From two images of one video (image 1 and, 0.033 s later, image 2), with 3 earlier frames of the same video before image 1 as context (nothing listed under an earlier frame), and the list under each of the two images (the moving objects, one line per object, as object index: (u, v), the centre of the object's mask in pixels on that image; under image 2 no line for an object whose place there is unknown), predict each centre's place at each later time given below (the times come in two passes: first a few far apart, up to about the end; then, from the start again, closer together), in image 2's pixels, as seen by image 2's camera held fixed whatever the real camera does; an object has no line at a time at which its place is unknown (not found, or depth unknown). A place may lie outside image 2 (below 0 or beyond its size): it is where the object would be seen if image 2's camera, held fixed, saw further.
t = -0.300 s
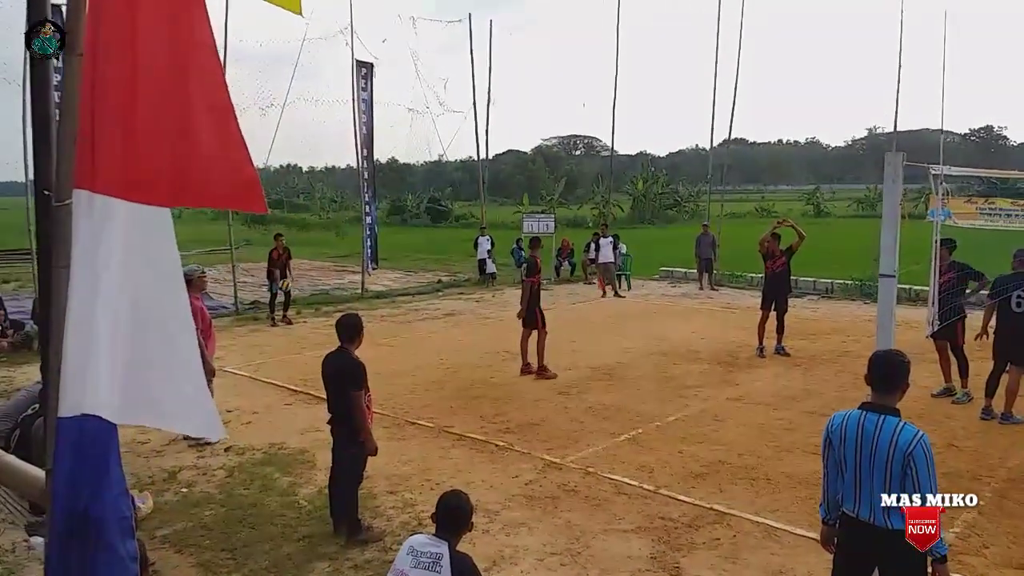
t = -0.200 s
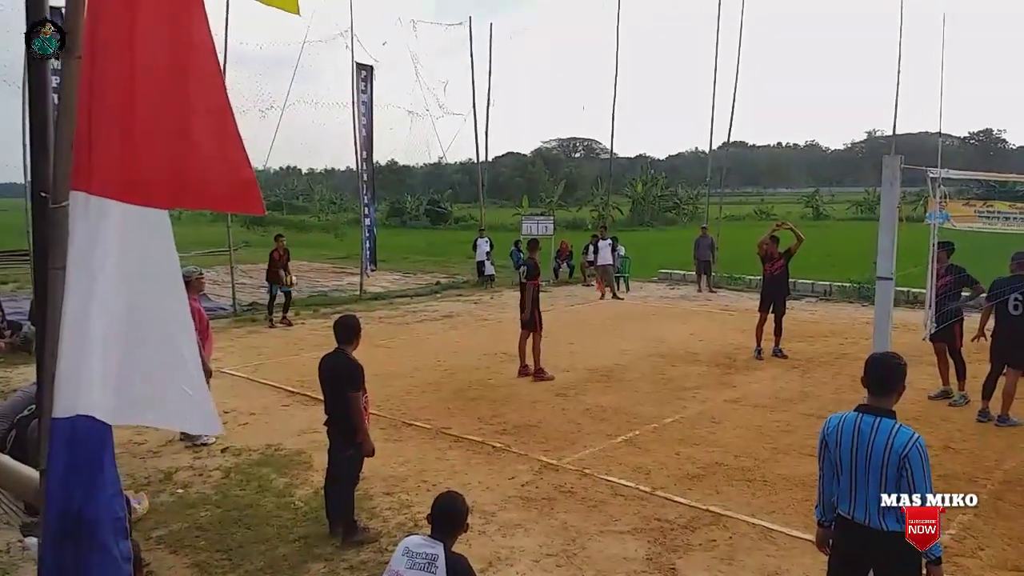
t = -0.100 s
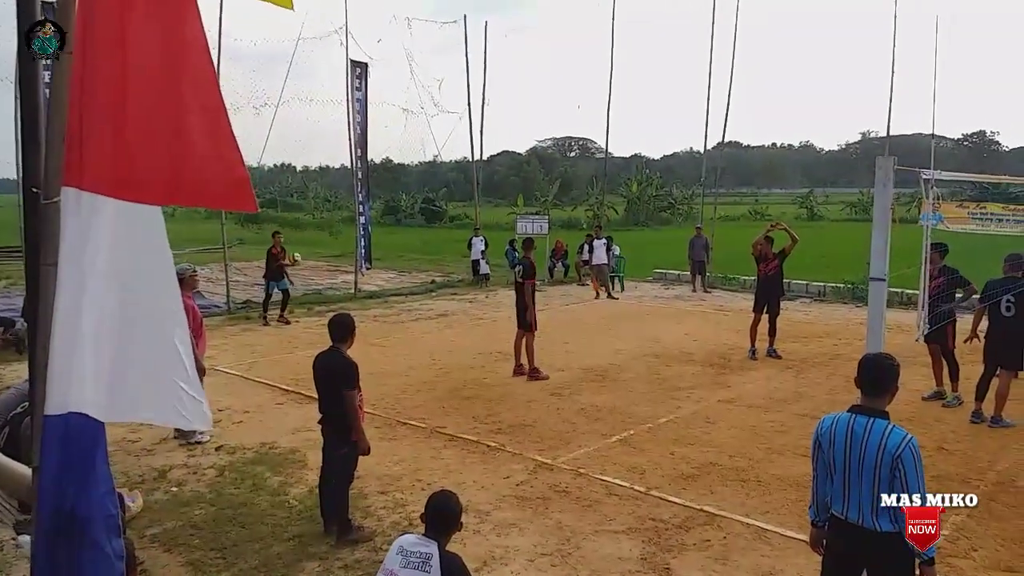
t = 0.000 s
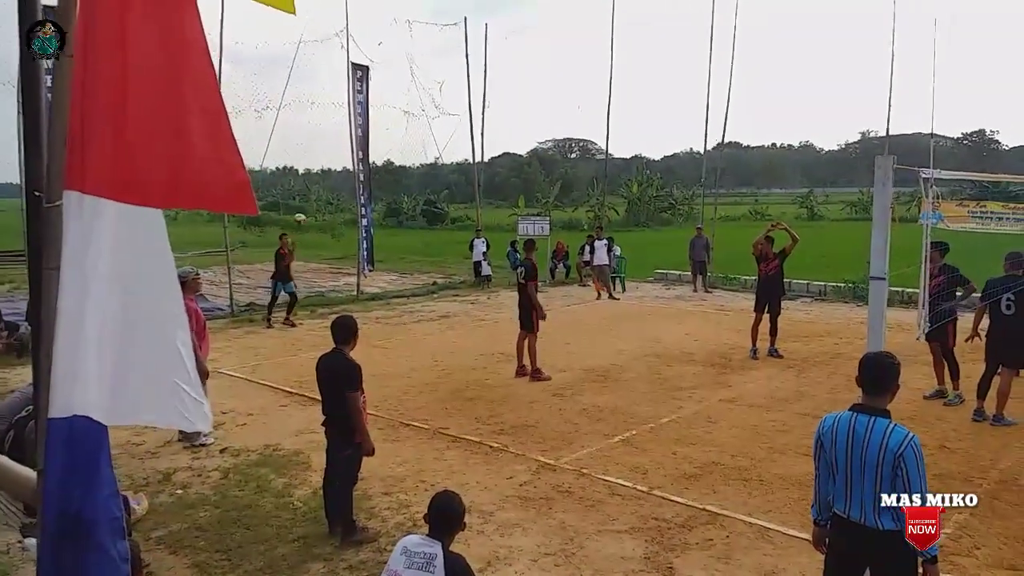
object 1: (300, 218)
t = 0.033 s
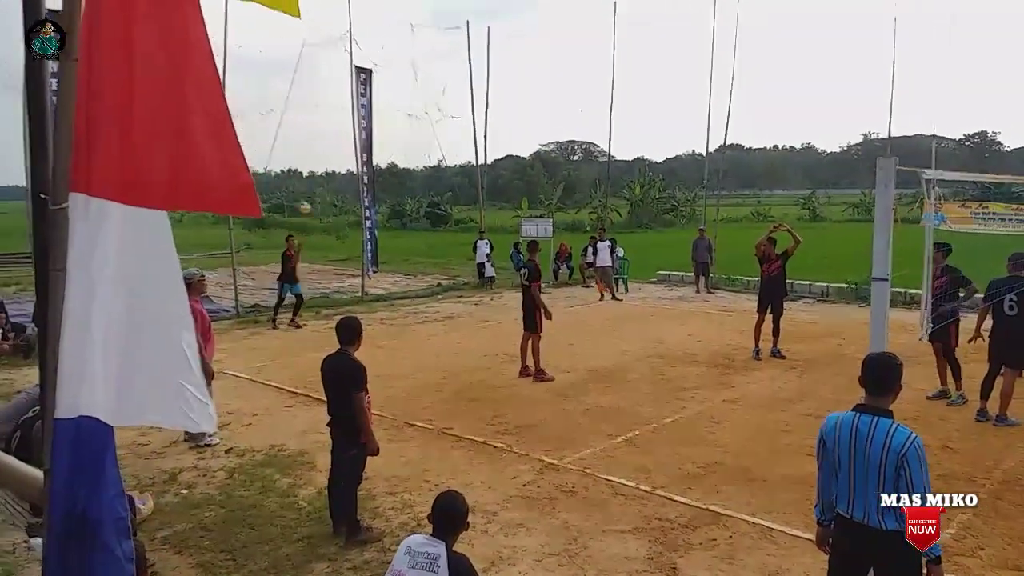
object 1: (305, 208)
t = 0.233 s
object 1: (304, 137)
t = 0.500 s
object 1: (315, 79)
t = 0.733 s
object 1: (325, 63)
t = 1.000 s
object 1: (340, 86)
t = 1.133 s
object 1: (347, 115)
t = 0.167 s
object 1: (303, 158)
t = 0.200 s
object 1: (302, 146)
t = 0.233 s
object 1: (304, 137)
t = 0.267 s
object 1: (306, 128)
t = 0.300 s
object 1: (307, 119)
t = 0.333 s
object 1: (309, 111)
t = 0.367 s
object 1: (312, 103)
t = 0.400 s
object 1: (312, 96)
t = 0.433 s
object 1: (312, 89)
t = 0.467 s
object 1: (314, 84)
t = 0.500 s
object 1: (315, 79)
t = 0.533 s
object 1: (316, 74)
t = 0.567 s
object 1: (318, 71)
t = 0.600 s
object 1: (319, 68)
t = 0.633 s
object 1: (321, 66)
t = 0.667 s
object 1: (322, 64)
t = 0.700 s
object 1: (323, 63)
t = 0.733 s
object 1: (325, 63)
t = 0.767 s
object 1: (327, 63)
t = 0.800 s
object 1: (328, 64)
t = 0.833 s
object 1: (330, 66)
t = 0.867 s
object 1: (332, 69)
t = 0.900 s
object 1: (334, 72)
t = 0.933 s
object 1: (336, 76)
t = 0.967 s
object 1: (337, 80)
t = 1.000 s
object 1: (340, 86)
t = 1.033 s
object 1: (342, 92)
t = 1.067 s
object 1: (344, 99)
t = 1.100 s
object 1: (345, 107)
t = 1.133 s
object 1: (347, 115)
